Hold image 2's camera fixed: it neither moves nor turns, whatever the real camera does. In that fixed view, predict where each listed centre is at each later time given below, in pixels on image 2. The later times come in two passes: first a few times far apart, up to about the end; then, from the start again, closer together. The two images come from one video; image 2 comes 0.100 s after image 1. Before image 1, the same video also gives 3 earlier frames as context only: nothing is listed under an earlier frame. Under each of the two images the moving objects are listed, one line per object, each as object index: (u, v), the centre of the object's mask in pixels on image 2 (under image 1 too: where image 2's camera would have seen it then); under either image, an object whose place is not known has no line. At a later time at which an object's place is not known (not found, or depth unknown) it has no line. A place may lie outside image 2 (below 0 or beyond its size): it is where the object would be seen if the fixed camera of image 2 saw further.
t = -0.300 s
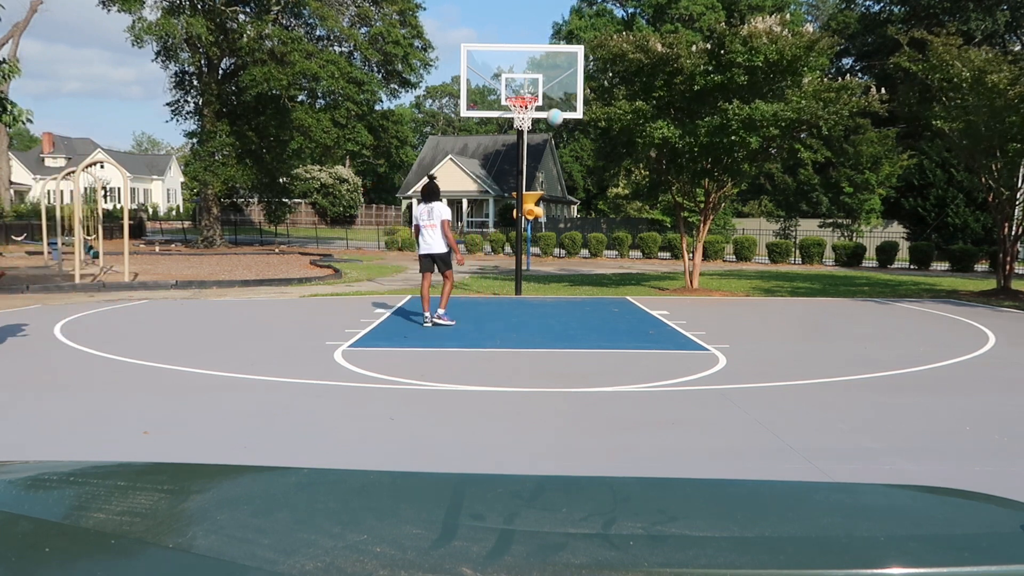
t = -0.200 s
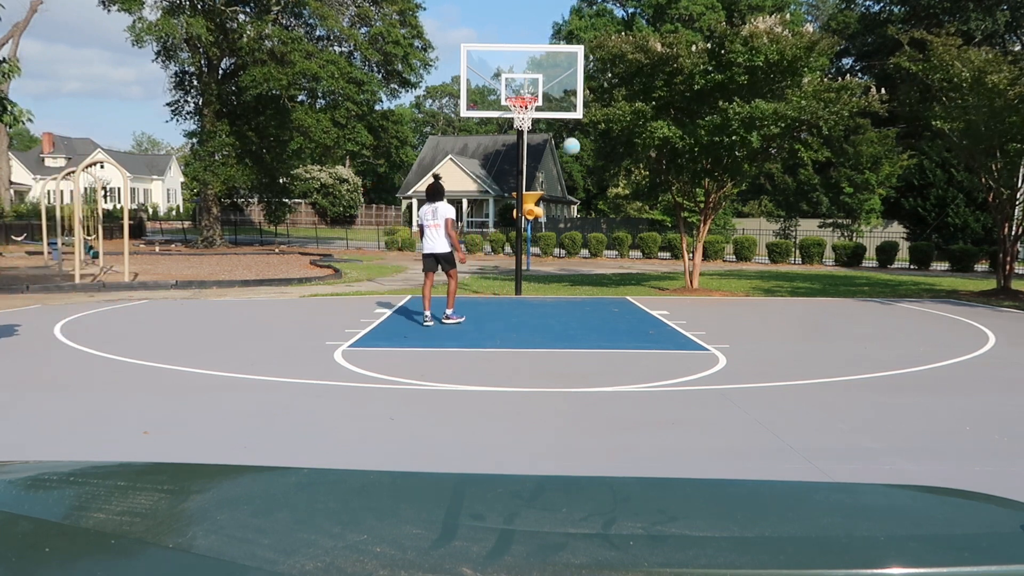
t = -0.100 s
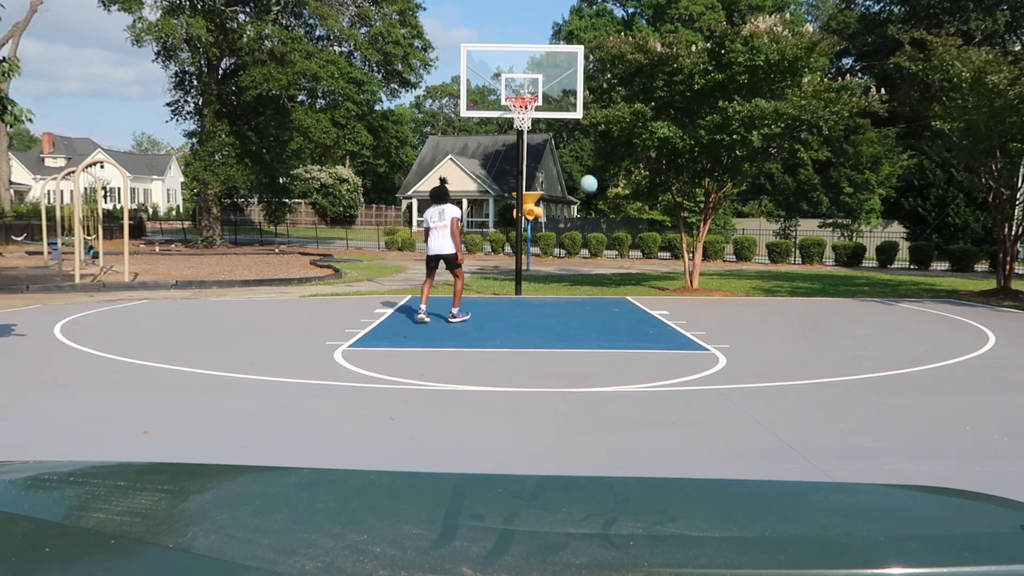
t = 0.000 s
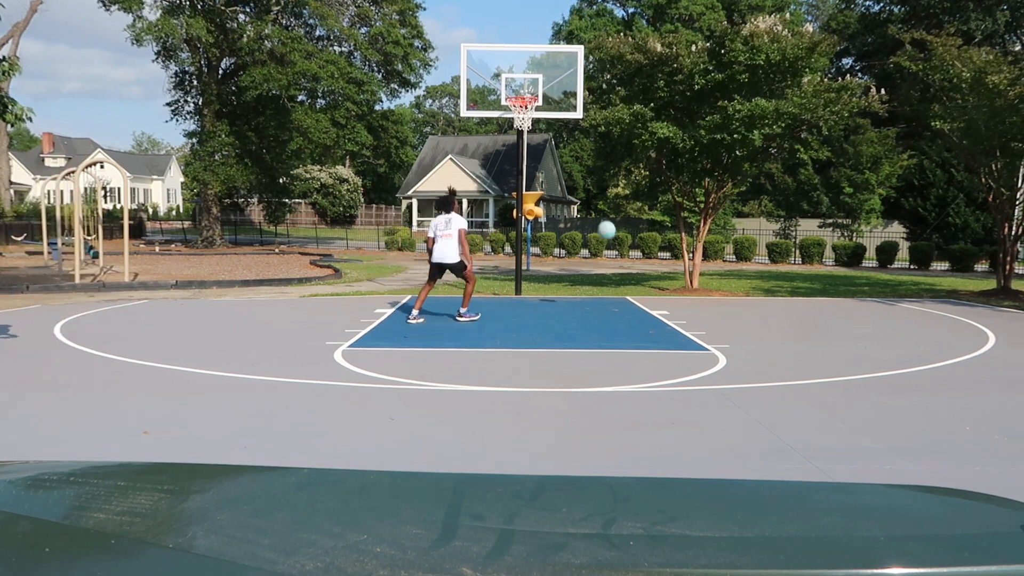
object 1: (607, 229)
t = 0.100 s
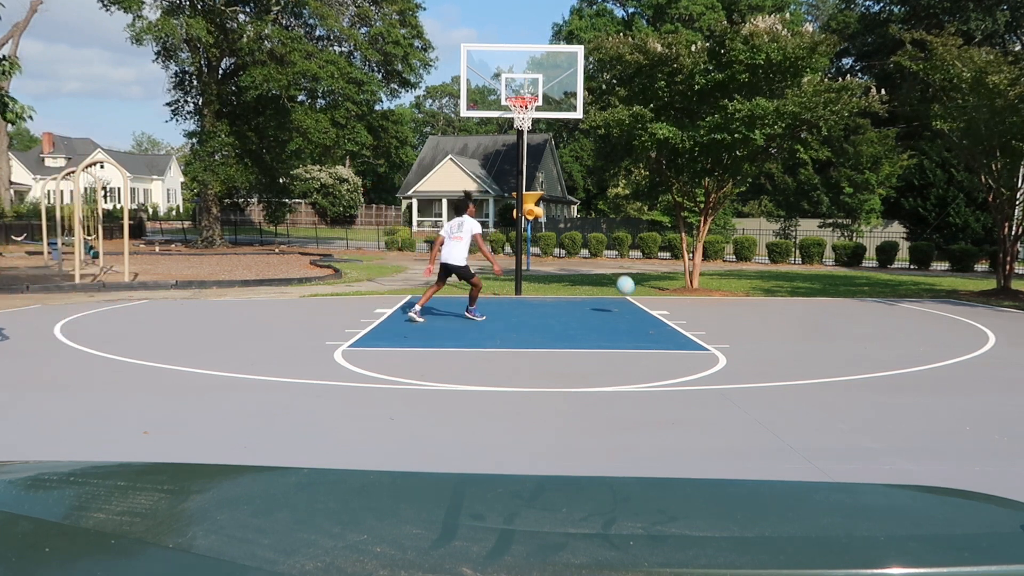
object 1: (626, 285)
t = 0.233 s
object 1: (647, 267)
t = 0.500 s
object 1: (693, 169)
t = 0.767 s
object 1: (747, 116)
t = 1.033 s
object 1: (810, 123)
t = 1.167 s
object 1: (845, 155)
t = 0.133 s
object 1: (632, 307)
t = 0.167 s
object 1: (636, 297)
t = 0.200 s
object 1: (642, 281)
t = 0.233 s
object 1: (647, 267)
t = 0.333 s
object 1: (663, 225)
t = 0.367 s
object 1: (669, 213)
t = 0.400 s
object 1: (675, 201)
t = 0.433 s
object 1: (680, 190)
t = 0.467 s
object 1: (686, 179)
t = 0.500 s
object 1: (693, 169)
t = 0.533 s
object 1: (699, 160)
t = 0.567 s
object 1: (705, 151)
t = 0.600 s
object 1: (711, 143)
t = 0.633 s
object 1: (718, 136)
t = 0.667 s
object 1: (725, 130)
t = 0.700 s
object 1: (732, 125)
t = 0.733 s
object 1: (739, 120)
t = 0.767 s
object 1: (747, 116)
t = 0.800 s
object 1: (754, 113)
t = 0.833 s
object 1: (762, 112)
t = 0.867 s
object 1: (769, 111)
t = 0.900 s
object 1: (777, 111)
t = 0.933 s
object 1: (785, 112)
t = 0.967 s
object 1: (793, 114)
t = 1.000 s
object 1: (802, 118)
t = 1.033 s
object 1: (810, 123)
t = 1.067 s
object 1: (819, 129)
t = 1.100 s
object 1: (827, 136)
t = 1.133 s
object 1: (836, 144)
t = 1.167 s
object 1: (845, 155)
